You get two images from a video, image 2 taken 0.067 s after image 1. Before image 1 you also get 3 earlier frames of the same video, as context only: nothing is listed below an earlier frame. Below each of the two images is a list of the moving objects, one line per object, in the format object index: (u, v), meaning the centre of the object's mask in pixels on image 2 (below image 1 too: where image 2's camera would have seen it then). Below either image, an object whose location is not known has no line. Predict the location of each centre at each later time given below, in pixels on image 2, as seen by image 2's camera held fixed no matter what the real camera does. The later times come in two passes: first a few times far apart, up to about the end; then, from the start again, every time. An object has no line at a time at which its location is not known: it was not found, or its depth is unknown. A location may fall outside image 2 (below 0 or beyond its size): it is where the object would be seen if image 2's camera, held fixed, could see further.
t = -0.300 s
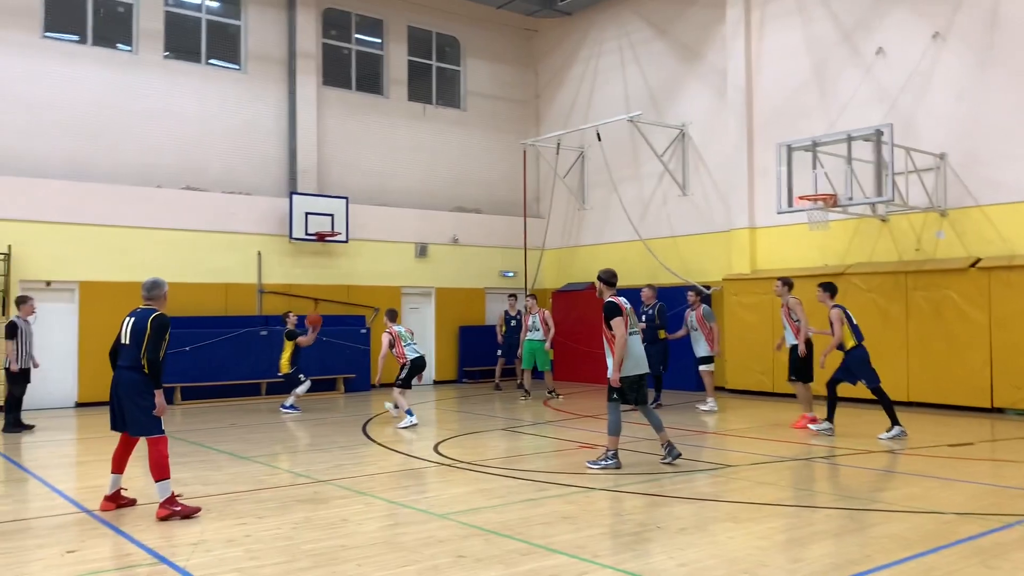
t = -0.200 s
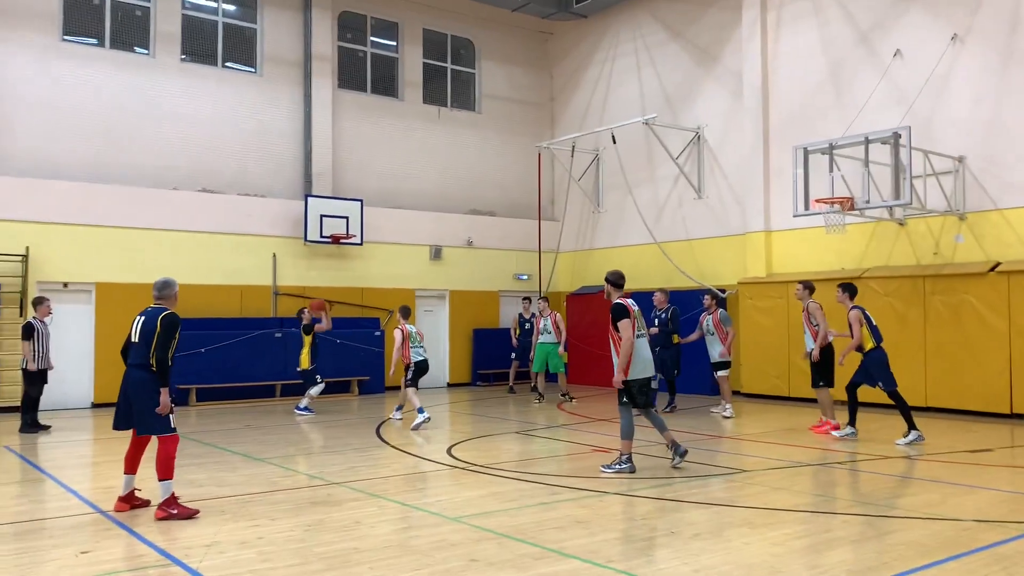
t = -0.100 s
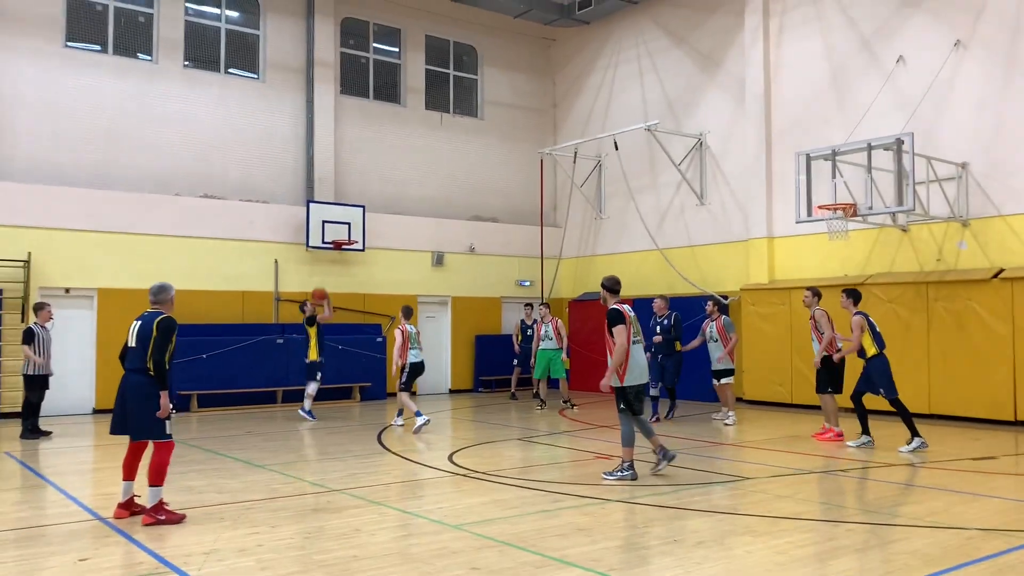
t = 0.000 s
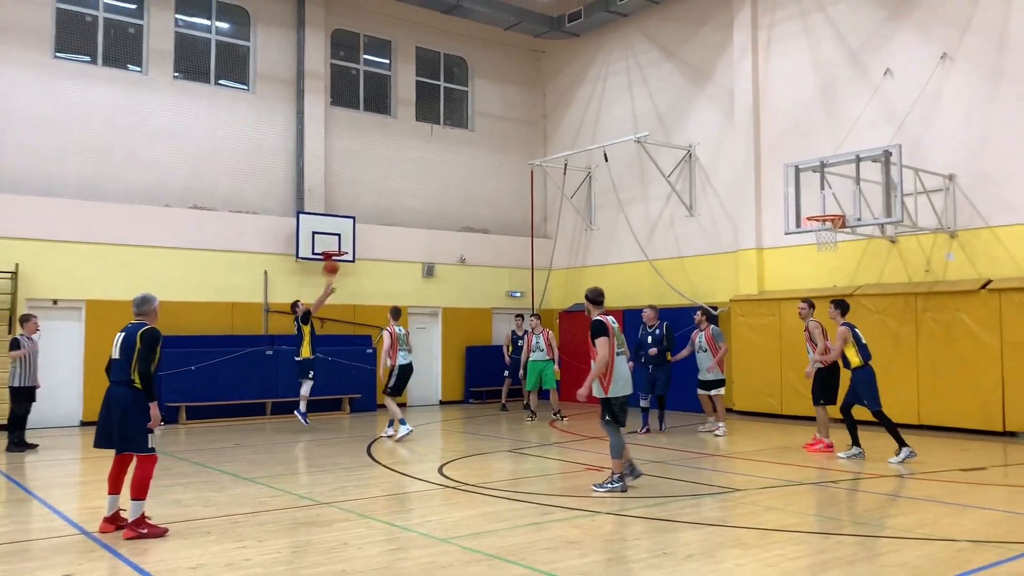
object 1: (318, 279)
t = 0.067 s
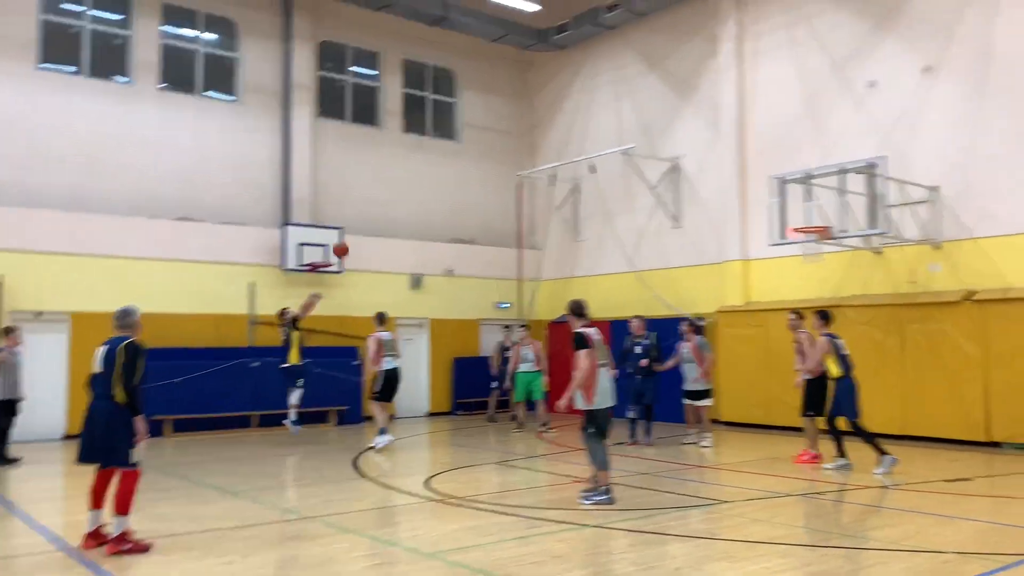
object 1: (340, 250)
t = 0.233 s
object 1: (398, 188)
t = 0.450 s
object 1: (472, 135)
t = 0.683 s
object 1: (553, 111)
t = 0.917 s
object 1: (636, 121)
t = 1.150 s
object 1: (723, 168)
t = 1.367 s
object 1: (781, 211)
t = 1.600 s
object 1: (749, 165)
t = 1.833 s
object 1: (720, 159)
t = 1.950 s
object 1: (705, 170)
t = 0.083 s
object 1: (346, 243)
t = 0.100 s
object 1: (352, 236)
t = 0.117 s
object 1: (357, 230)
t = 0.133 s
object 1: (363, 224)
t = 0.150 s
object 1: (369, 218)
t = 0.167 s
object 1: (375, 212)
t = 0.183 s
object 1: (380, 206)
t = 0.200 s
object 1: (386, 200)
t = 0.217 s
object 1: (392, 194)
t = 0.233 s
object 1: (398, 188)
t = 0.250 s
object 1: (404, 183)
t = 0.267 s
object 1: (409, 178)
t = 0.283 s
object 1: (415, 174)
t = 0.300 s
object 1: (421, 169)
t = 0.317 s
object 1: (426, 165)
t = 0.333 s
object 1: (432, 160)
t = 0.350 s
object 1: (438, 156)
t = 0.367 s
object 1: (443, 152)
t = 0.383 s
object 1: (449, 148)
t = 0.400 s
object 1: (455, 145)
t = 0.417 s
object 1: (461, 142)
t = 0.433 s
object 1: (466, 138)
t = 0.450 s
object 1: (472, 135)
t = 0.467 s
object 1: (478, 132)
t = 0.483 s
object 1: (484, 129)
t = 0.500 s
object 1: (489, 127)
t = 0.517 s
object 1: (495, 124)
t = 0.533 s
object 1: (501, 122)
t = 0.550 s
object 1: (507, 120)
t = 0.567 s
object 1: (512, 119)
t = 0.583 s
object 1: (518, 117)
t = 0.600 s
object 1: (524, 116)
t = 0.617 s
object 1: (530, 114)
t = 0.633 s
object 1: (535, 114)
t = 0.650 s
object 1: (541, 113)
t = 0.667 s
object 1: (547, 112)
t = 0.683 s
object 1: (553, 111)
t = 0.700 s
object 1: (559, 110)
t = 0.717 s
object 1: (565, 110)
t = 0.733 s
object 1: (571, 110)
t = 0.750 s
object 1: (577, 110)
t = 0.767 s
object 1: (583, 110)
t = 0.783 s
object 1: (589, 111)
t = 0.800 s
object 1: (595, 111)
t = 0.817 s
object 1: (601, 112)
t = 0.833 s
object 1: (606, 113)
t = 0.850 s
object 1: (612, 115)
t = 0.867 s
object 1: (618, 116)
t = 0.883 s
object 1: (624, 118)
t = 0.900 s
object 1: (630, 120)
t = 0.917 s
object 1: (636, 121)
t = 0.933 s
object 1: (642, 124)
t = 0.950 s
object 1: (648, 126)
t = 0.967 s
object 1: (654, 128)
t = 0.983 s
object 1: (660, 131)
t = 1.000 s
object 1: (665, 134)
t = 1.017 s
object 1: (672, 137)
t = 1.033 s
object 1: (678, 140)
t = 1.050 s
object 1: (685, 144)
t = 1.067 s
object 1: (691, 147)
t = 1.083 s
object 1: (697, 151)
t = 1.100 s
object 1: (703, 155)
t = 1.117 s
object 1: (711, 159)
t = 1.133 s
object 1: (717, 164)
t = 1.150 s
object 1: (723, 168)
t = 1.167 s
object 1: (729, 173)
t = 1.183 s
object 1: (737, 178)
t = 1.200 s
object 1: (743, 183)
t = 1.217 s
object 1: (749, 189)
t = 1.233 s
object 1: (756, 194)
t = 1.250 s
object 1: (763, 200)
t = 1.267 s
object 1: (769, 206)
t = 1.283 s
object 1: (776, 212)
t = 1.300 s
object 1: (782, 219)
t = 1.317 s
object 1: (787, 224)
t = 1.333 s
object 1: (784, 220)
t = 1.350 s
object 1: (782, 215)
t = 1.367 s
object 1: (781, 211)
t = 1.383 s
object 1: (778, 206)
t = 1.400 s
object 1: (775, 202)
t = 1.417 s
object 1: (773, 198)
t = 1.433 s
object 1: (771, 194)
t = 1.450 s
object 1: (769, 190)
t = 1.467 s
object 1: (766, 186)
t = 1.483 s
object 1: (765, 183)
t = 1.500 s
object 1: (762, 180)
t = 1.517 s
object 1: (760, 177)
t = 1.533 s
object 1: (757, 174)
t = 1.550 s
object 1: (755, 171)
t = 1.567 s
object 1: (753, 169)
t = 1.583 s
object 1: (751, 167)
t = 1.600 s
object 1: (749, 165)
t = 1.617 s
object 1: (745, 164)
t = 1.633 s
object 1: (744, 162)
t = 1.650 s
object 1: (742, 161)
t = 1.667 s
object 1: (740, 160)
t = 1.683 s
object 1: (738, 159)
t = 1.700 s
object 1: (736, 158)
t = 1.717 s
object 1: (734, 158)
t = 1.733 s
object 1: (732, 157)
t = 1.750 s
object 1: (730, 157)
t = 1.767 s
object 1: (728, 157)
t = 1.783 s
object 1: (726, 158)
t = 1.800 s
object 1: (724, 158)
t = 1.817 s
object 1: (722, 159)
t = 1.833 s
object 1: (720, 159)
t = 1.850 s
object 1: (718, 160)
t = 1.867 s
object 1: (716, 161)
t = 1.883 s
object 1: (714, 163)
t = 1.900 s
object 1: (712, 164)
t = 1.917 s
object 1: (709, 166)
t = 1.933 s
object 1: (707, 168)
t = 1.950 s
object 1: (705, 170)
